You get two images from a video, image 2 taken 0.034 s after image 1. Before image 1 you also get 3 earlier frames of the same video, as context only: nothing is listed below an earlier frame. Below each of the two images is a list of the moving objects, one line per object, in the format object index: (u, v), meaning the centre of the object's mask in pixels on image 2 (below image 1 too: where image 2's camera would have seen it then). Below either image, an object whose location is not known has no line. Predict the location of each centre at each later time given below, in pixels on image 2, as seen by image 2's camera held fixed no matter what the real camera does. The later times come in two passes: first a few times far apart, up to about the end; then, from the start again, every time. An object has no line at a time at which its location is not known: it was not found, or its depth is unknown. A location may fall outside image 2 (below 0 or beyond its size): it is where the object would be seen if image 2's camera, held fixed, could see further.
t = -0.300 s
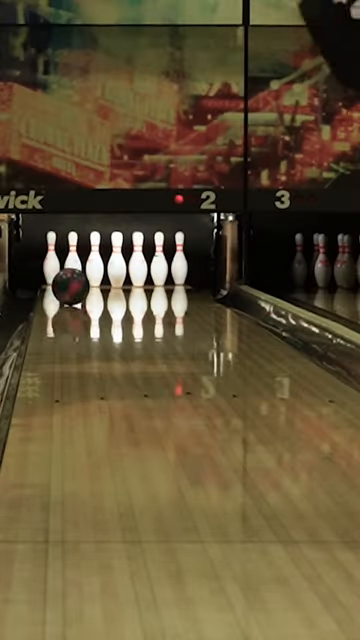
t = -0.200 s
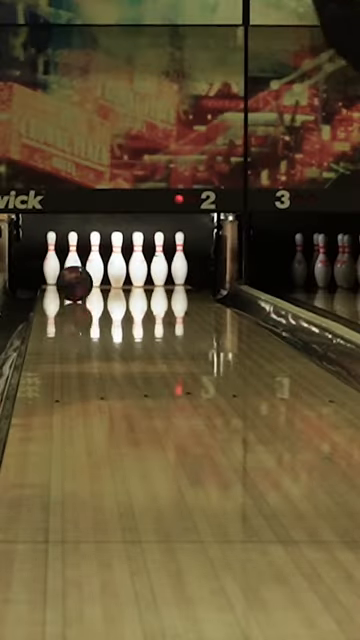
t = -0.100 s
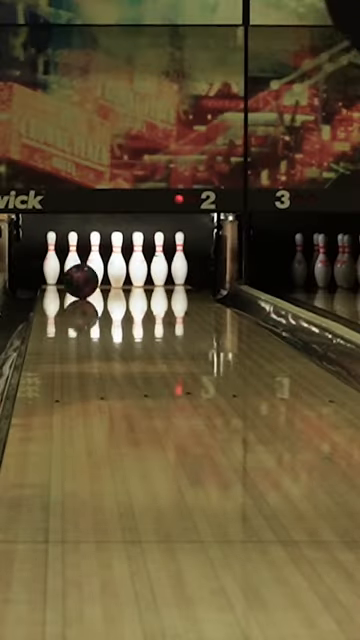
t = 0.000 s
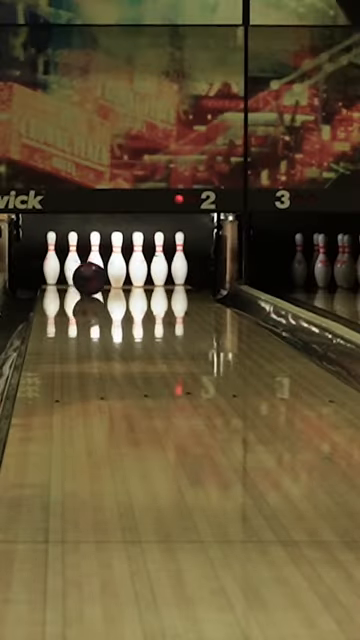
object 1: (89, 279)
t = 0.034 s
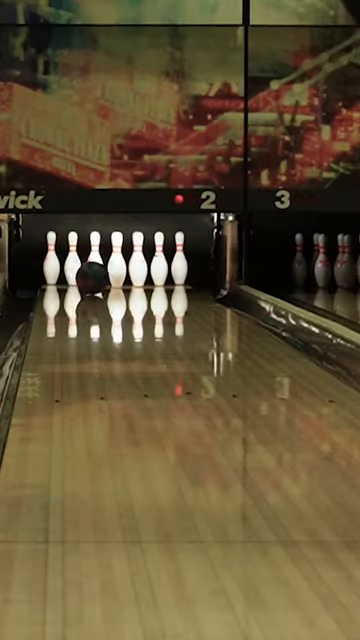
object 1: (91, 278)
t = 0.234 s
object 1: (108, 274)
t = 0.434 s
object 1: (122, 270)
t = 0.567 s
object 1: (128, 270)
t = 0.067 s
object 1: (95, 277)
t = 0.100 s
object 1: (97, 276)
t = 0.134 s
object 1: (100, 276)
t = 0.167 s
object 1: (103, 275)
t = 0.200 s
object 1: (106, 274)
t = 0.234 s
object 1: (108, 274)
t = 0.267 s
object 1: (111, 273)
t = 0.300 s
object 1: (112, 272)
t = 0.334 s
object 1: (112, 272)
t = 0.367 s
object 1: (116, 271)
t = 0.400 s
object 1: (119, 271)
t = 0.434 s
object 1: (122, 270)
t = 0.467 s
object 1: (124, 270)
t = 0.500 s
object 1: (124, 269)
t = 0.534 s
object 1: (126, 270)
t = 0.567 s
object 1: (128, 270)
